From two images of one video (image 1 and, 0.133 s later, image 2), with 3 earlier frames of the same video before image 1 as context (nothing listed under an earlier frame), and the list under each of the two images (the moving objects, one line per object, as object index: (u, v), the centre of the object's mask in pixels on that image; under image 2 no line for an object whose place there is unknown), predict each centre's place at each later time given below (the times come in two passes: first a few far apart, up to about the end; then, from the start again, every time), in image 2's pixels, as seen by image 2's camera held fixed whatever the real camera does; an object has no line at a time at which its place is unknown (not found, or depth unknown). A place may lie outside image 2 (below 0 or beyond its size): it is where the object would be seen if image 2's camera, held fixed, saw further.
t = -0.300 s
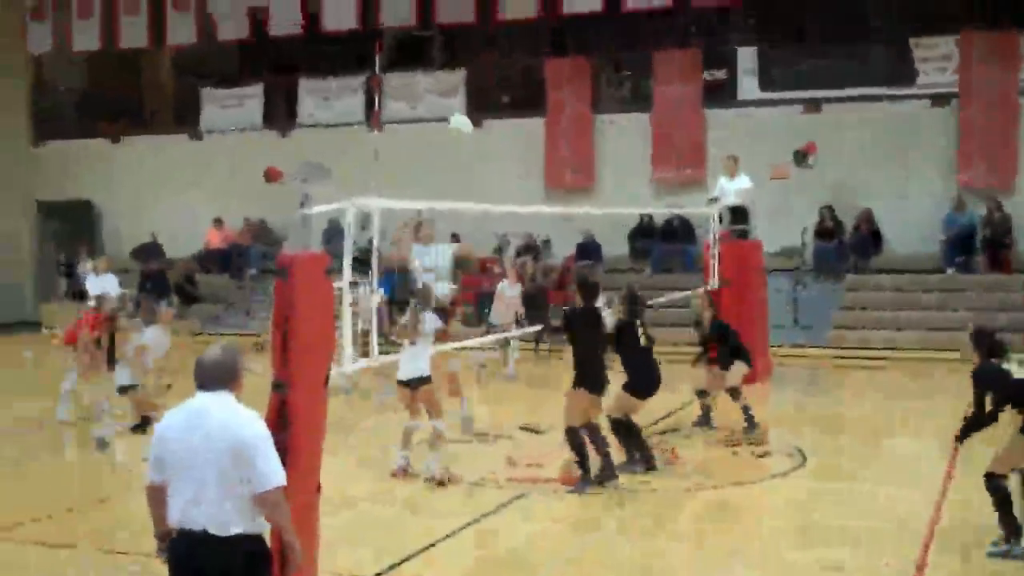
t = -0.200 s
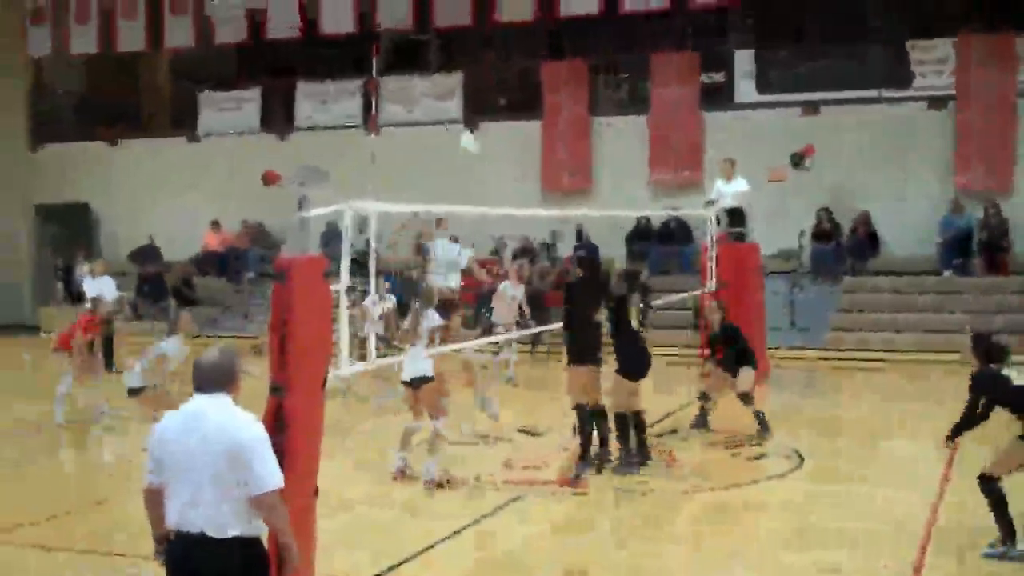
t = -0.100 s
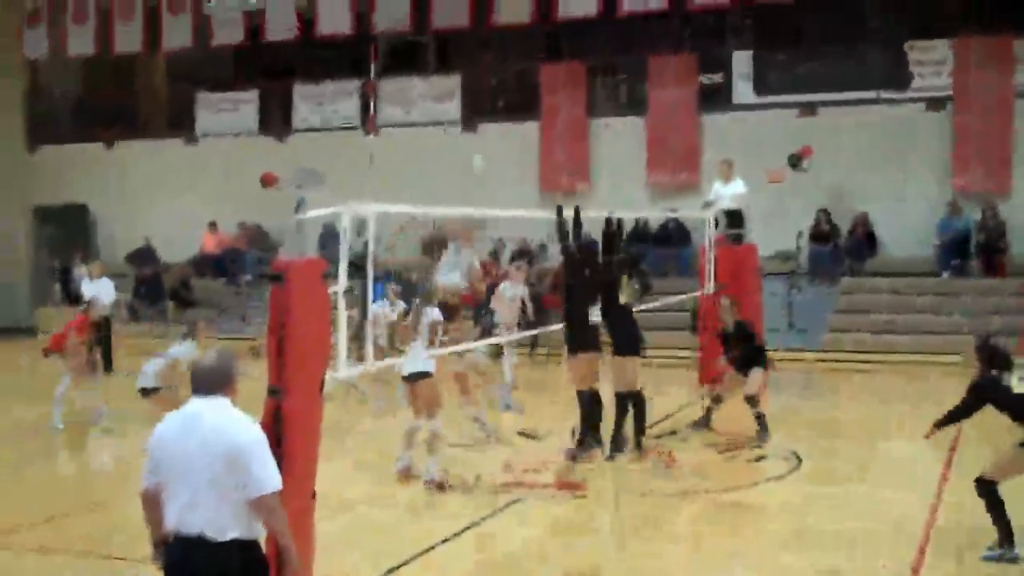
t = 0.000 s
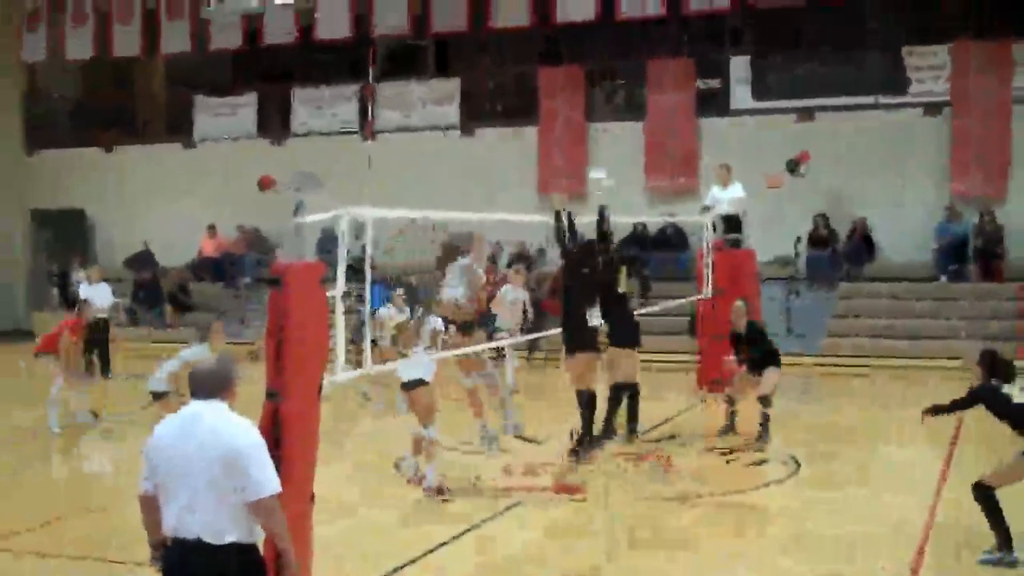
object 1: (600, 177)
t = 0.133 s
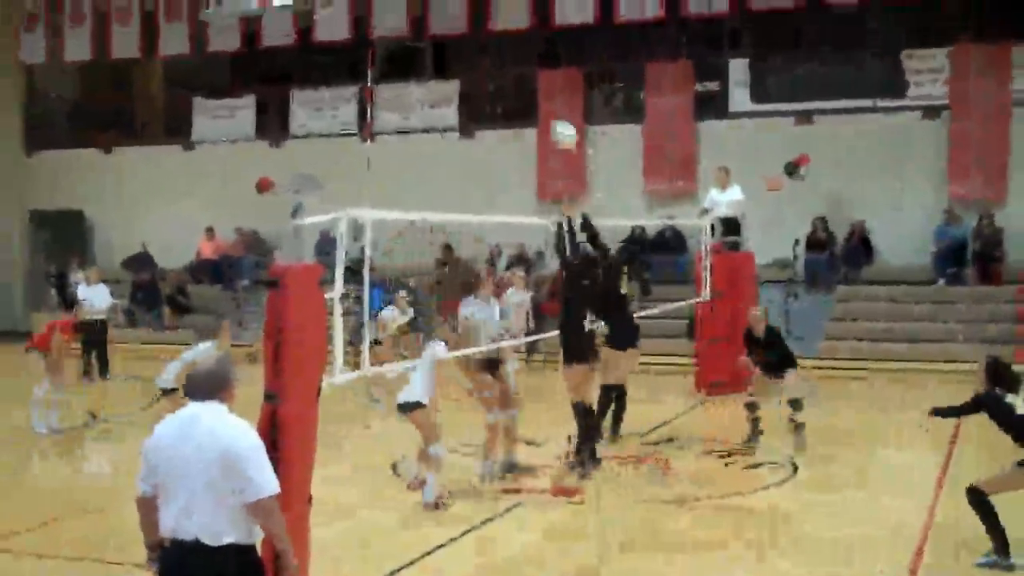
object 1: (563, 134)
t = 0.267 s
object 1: (531, 105)
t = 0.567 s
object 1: (464, 109)
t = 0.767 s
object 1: (416, 167)
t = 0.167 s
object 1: (556, 125)
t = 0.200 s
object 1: (547, 117)
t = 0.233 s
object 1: (539, 110)
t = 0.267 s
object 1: (531, 105)
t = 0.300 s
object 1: (524, 101)
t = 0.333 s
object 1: (515, 98)
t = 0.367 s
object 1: (508, 96)
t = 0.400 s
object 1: (500, 96)
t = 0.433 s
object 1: (491, 96)
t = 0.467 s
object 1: (484, 98)
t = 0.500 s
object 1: (476, 102)
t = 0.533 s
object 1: (470, 107)
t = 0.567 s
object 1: (464, 109)
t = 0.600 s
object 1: (456, 116)
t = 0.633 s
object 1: (447, 122)
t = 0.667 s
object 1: (442, 130)
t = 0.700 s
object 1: (430, 141)
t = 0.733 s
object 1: (422, 153)
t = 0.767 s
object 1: (416, 167)
